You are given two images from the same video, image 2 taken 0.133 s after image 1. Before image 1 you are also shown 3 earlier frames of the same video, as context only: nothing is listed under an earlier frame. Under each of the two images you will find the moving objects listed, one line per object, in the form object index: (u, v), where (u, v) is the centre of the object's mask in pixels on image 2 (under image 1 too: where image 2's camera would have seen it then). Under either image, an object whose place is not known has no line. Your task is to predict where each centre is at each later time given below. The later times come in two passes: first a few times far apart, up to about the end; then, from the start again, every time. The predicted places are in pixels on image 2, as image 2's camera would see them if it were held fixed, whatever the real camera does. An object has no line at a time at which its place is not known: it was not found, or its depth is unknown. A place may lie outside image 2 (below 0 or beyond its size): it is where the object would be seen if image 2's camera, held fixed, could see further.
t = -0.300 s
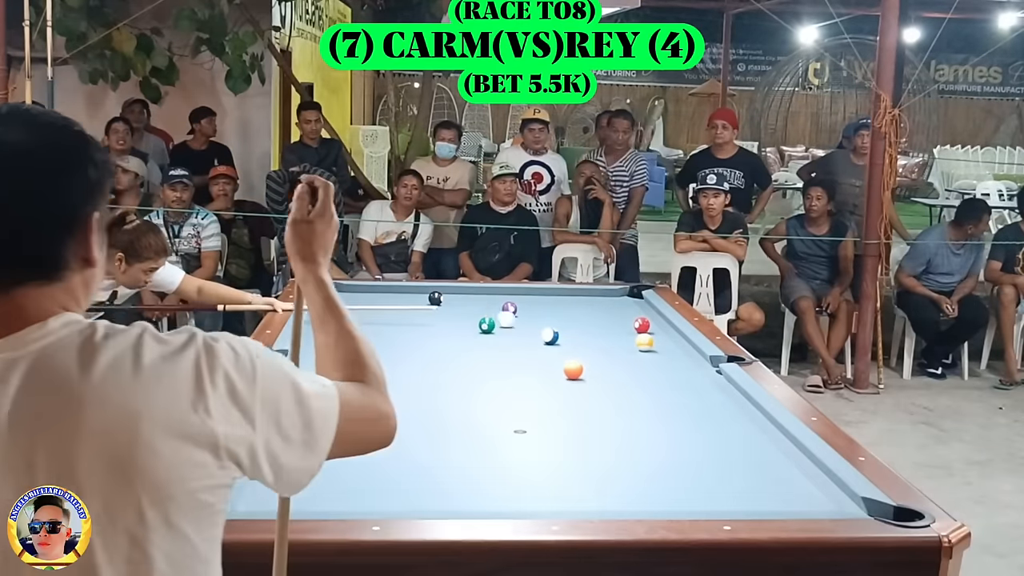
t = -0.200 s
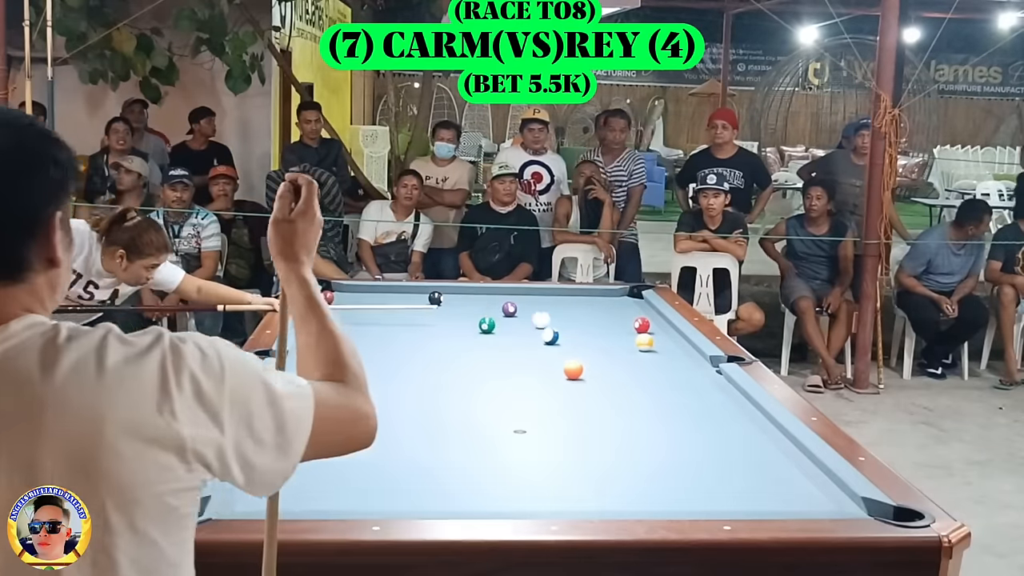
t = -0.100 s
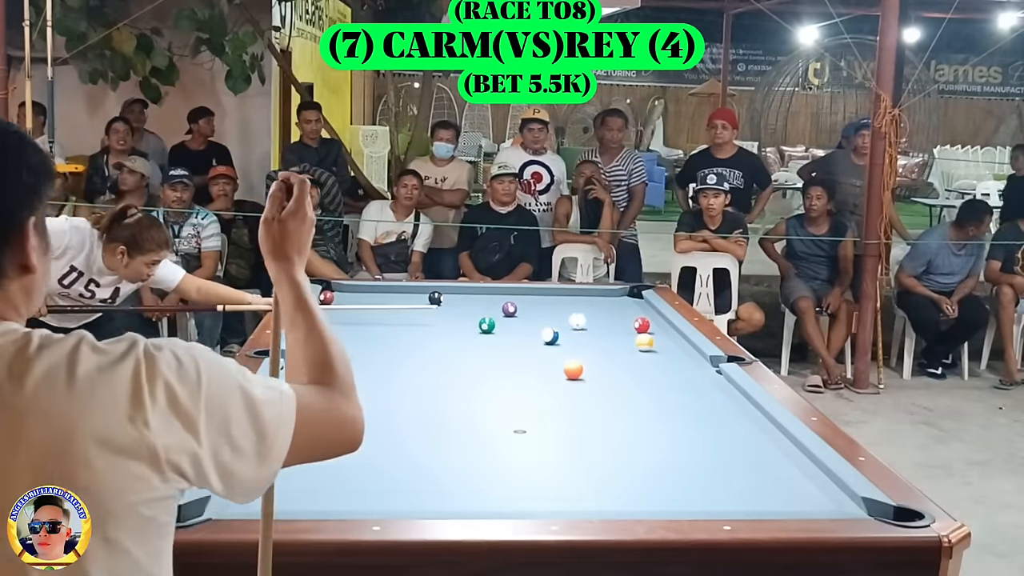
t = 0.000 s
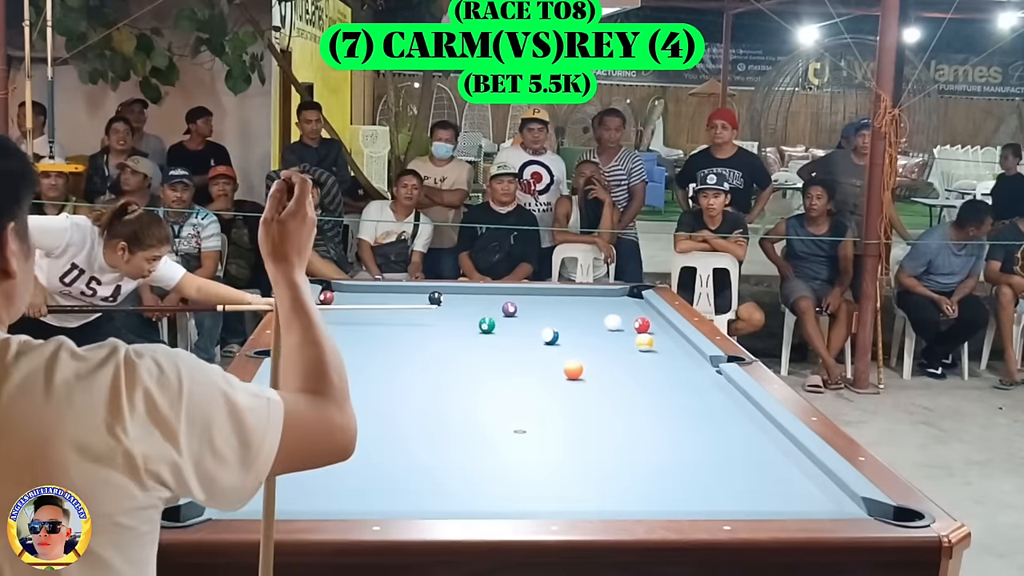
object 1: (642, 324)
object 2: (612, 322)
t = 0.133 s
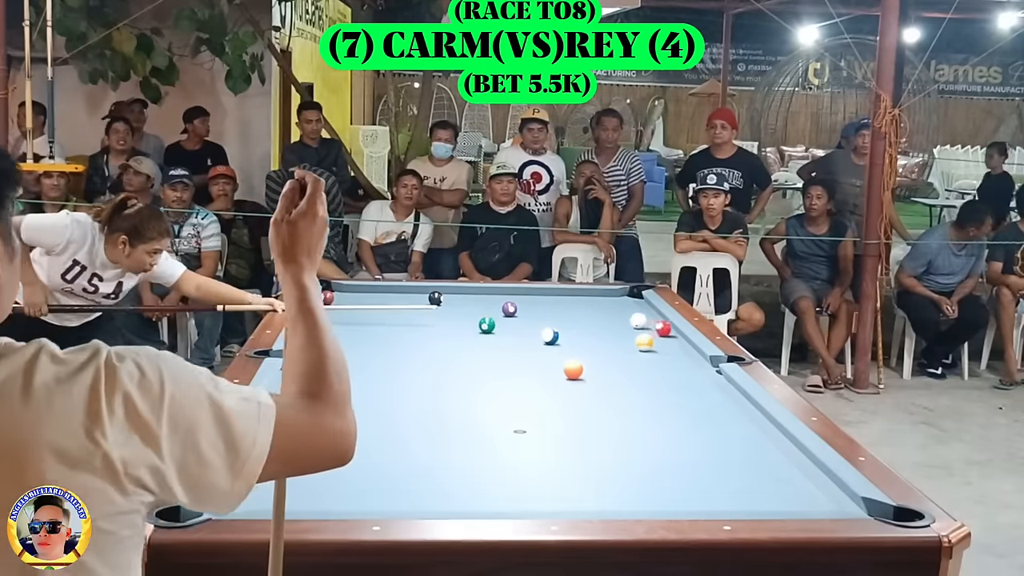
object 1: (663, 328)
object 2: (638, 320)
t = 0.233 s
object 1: (666, 330)
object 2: (653, 319)
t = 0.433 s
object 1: (654, 331)
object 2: (643, 316)
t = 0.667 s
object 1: (637, 333)
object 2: (620, 313)
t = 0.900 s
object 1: (625, 338)
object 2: (597, 310)
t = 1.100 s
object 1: (614, 341)
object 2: (580, 308)
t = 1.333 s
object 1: (600, 343)
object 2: (560, 305)
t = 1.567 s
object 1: (587, 346)
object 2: (543, 303)
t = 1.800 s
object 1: (575, 348)
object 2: (526, 301)
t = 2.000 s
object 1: (565, 351)
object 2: (514, 298)
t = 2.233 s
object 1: (555, 352)
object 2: (499, 297)
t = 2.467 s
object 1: (545, 354)
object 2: (487, 296)
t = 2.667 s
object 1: (537, 356)
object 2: (477, 295)
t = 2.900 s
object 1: (529, 358)
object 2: (466, 293)
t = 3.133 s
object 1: (522, 359)
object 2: (457, 292)
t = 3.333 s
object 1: (517, 360)
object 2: (450, 292)
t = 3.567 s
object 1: (511, 362)
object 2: (443, 289)
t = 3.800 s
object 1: (507, 362)
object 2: (436, 288)
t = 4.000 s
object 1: (503, 363)
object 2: (431, 288)
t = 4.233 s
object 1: (501, 363)
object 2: (426, 288)
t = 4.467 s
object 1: (500, 364)
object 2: (424, 288)
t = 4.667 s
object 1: (499, 364)
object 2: (423, 288)
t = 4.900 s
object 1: (499, 364)
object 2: (423, 288)
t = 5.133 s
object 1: (499, 364)
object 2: (423, 289)
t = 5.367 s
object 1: (499, 364)
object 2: (423, 289)
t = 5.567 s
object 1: (499, 364)
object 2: (423, 289)
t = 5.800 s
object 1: (499, 364)
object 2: (423, 289)
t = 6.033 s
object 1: (499, 364)
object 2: (423, 289)
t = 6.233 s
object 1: (499, 364)
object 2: (423, 289)
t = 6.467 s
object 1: (499, 364)
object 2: (423, 289)
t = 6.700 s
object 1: (499, 364)
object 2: (423, 289)
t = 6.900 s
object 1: (499, 364)
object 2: (423, 289)
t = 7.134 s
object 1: (499, 364)
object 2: (423, 289)
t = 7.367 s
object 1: (499, 364)
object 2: (423, 288)
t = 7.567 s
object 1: (499, 364)
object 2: (423, 289)
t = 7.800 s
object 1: (499, 364)
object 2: (423, 289)
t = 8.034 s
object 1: (499, 364)
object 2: (423, 289)
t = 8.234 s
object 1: (499, 364)
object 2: (423, 289)
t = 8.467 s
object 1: (499, 364)
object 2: (423, 289)
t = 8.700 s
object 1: (499, 364)
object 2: (423, 289)
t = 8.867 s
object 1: (499, 364)
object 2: (423, 289)
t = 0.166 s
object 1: (670, 329)
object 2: (643, 320)
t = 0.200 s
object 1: (669, 329)
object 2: (648, 320)
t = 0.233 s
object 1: (666, 330)
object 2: (653, 319)
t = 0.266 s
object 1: (664, 329)
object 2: (657, 317)
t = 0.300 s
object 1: (663, 329)
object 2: (657, 317)
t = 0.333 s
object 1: (660, 330)
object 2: (653, 317)
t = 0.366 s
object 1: (658, 331)
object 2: (650, 317)
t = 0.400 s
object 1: (656, 331)
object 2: (646, 316)
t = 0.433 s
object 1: (654, 331)
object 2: (643, 316)
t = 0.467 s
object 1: (653, 331)
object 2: (640, 316)
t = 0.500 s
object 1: (651, 331)
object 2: (636, 315)
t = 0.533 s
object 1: (649, 331)
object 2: (633, 315)
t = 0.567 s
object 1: (646, 330)
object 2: (630, 314)
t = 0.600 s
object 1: (643, 331)
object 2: (626, 314)
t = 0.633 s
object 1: (640, 331)
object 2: (623, 314)
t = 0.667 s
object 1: (637, 333)
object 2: (620, 313)
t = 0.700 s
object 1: (636, 334)
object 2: (616, 313)
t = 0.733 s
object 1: (634, 334)
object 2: (613, 312)
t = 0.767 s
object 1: (632, 336)
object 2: (610, 312)
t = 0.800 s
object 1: (630, 337)
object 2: (607, 311)
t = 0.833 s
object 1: (628, 337)
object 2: (604, 311)
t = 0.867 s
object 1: (627, 338)
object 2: (601, 311)
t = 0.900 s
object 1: (625, 338)
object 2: (597, 310)
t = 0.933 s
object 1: (623, 338)
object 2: (594, 310)
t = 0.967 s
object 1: (621, 339)
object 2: (591, 310)
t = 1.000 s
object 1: (619, 339)
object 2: (588, 309)
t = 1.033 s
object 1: (617, 339)
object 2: (585, 309)
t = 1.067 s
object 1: (615, 340)
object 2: (583, 308)
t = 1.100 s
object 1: (614, 341)
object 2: (580, 308)
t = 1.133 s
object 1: (611, 341)
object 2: (577, 308)
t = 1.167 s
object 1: (609, 341)
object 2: (574, 307)
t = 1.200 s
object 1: (608, 342)
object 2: (571, 307)
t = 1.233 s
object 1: (605, 342)
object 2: (569, 307)
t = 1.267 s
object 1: (604, 342)
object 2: (566, 306)
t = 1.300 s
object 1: (602, 343)
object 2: (563, 306)
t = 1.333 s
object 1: (600, 343)
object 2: (560, 305)
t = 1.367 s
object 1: (598, 344)
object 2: (558, 305)
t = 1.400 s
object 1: (596, 344)
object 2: (555, 305)
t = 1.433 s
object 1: (594, 344)
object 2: (553, 305)
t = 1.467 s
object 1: (593, 344)
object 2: (550, 304)
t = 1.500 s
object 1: (591, 345)
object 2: (547, 304)
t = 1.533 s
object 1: (589, 346)
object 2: (545, 304)
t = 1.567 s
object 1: (587, 346)
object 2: (543, 303)
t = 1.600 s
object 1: (585, 346)
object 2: (540, 303)
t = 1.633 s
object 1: (584, 346)
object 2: (538, 303)
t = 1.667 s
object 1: (582, 347)
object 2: (535, 302)
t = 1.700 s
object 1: (581, 347)
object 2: (533, 302)
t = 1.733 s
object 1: (579, 347)
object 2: (531, 301)
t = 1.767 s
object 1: (577, 348)
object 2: (528, 301)
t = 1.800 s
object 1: (575, 348)
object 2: (526, 301)
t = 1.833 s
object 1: (574, 348)
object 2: (524, 301)
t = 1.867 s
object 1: (572, 349)
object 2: (522, 300)
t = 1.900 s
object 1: (570, 349)
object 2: (520, 300)
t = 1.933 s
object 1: (569, 349)
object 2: (518, 299)
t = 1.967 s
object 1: (567, 350)
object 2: (516, 298)
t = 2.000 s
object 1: (565, 351)
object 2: (514, 298)
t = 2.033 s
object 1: (564, 351)
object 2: (511, 298)
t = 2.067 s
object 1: (562, 351)
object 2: (509, 297)
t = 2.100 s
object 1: (561, 352)
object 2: (507, 297)
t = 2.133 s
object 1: (559, 352)
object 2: (505, 297)
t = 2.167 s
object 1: (558, 352)
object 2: (503, 297)
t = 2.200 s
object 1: (556, 352)
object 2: (501, 297)
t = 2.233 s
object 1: (555, 352)
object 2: (499, 297)
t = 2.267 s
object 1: (554, 352)
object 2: (497, 297)
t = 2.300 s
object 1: (552, 353)
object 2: (496, 297)
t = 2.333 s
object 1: (551, 353)
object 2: (494, 297)
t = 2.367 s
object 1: (549, 353)
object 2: (492, 297)
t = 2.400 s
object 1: (548, 354)
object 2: (490, 296)
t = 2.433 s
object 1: (546, 354)
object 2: (488, 296)
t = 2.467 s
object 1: (545, 354)
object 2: (487, 296)
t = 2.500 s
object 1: (544, 355)
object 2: (485, 296)
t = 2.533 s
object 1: (542, 355)
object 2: (483, 296)
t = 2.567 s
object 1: (541, 355)
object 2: (482, 295)
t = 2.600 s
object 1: (540, 355)
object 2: (480, 295)
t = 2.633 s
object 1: (539, 356)
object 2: (478, 295)
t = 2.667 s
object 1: (537, 356)
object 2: (477, 295)
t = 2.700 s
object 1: (536, 356)
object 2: (475, 294)
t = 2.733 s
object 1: (535, 356)
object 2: (473, 294)
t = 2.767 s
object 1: (534, 357)
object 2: (472, 294)
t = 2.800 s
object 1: (532, 357)
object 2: (470, 294)
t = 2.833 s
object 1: (531, 357)
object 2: (469, 294)
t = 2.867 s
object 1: (530, 358)
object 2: (467, 294)
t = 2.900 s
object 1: (529, 358)
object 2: (466, 293)
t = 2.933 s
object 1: (528, 358)
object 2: (465, 293)
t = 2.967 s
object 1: (527, 358)
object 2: (464, 293)
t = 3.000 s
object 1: (526, 358)
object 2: (463, 293)
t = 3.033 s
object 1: (525, 359)
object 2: (461, 293)
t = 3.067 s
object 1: (524, 359)
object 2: (460, 293)
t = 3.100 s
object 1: (523, 359)
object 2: (458, 292)
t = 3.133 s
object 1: (522, 359)
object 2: (457, 292)
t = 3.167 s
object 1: (521, 359)
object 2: (456, 292)
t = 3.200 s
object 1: (520, 360)
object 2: (455, 292)
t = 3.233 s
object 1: (519, 360)
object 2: (454, 292)
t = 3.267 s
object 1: (518, 360)
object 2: (452, 292)
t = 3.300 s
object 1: (518, 360)
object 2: (451, 292)
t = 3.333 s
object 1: (517, 360)
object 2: (450, 292)
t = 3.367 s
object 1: (516, 360)
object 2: (449, 291)
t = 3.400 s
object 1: (515, 361)
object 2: (448, 291)
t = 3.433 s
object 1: (514, 361)
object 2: (447, 291)
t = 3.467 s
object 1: (513, 361)
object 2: (446, 290)
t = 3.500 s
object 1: (513, 361)
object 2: (445, 289)
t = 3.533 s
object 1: (512, 361)
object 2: (444, 290)
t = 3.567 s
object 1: (511, 362)
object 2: (443, 289)
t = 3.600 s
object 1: (511, 362)
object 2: (442, 289)
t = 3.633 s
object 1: (510, 362)
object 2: (440, 289)
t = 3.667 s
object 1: (509, 362)
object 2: (439, 288)
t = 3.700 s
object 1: (508, 362)
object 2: (439, 288)
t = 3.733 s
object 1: (508, 362)
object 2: (438, 288)
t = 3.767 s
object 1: (507, 362)
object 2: (437, 288)
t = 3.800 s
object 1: (507, 362)
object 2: (436, 288)
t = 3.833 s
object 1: (506, 362)
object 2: (435, 288)
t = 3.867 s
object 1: (506, 363)
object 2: (434, 287)
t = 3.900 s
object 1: (505, 363)
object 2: (433, 288)
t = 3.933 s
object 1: (504, 363)
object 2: (432, 288)
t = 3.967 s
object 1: (504, 363)
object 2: (431, 287)
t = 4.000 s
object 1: (503, 363)
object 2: (431, 288)
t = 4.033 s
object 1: (503, 363)
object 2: (430, 288)
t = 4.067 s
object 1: (503, 363)
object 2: (429, 288)
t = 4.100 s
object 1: (502, 363)
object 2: (428, 288)
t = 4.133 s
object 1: (502, 363)
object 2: (428, 288)
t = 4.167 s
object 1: (502, 363)
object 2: (427, 288)
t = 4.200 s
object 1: (501, 363)
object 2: (427, 288)
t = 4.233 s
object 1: (501, 363)
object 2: (426, 288)
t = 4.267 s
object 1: (501, 364)
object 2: (426, 288)
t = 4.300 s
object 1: (501, 364)
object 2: (426, 288)
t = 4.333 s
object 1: (500, 364)
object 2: (425, 288)
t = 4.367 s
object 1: (500, 364)
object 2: (425, 288)
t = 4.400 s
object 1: (500, 364)
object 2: (425, 288)
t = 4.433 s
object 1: (500, 364)
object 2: (425, 288)
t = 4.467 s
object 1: (500, 364)
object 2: (424, 288)
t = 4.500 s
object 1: (499, 364)
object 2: (424, 288)
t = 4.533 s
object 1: (499, 364)
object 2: (424, 288)
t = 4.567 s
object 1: (499, 364)
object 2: (424, 288)
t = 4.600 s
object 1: (499, 364)
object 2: (424, 288)
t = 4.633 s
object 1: (499, 364)
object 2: (424, 288)
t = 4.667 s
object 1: (499, 364)
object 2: (423, 288)
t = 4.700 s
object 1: (499, 364)
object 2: (423, 288)
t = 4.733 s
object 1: (499, 364)
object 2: (423, 289)
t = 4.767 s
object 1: (499, 364)
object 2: (423, 289)
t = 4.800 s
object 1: (499, 364)
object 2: (423, 289)
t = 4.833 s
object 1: (499, 364)
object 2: (423, 289)
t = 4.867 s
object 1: (499, 364)
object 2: (423, 288)
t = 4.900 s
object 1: (499, 364)
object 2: (423, 288)
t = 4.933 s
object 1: (499, 364)
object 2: (423, 289)
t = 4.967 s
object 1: (499, 364)
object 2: (423, 289)
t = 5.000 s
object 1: (499, 364)
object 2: (423, 289)
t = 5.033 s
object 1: (499, 364)
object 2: (423, 289)
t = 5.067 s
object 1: (499, 364)
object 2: (423, 289)
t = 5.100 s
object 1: (499, 364)
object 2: (423, 288)
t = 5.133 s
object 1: (499, 364)
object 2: (423, 289)
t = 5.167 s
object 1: (499, 364)
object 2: (423, 289)
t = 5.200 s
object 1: (499, 364)
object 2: (423, 289)
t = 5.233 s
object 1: (499, 364)
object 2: (423, 289)
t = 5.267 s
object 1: (499, 364)
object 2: (423, 289)
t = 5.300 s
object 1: (499, 364)
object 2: (423, 289)
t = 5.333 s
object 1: (499, 364)
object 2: (423, 289)
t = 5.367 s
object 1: (499, 364)
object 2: (423, 289)
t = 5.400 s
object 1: (499, 364)
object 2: (423, 289)
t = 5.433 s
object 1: (499, 364)
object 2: (423, 289)
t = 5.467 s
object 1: (499, 364)
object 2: (423, 289)
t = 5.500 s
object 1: (499, 364)
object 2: (423, 289)
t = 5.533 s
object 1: (499, 364)
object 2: (423, 289)
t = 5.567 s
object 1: (499, 364)
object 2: (423, 289)
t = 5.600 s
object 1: (499, 364)
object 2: (423, 289)
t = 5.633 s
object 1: (499, 364)
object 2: (423, 289)
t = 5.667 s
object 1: (499, 364)
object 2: (423, 289)
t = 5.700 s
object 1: (499, 364)
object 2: (423, 289)
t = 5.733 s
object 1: (499, 364)
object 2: (423, 289)
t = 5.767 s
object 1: (499, 364)
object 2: (423, 289)
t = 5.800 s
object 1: (499, 364)
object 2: (423, 289)
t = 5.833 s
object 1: (499, 364)
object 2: (423, 289)
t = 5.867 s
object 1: (499, 364)
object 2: (423, 289)
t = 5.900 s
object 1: (499, 364)
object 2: (423, 289)
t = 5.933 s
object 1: (499, 364)
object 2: (423, 289)
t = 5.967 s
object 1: (499, 364)
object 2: (423, 289)
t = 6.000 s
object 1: (499, 364)
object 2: (423, 289)
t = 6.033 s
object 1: (499, 364)
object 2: (423, 289)
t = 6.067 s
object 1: (499, 364)
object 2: (423, 289)
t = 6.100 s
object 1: (499, 364)
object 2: (423, 289)
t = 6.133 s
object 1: (499, 364)
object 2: (423, 289)
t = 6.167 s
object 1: (499, 364)
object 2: (423, 289)
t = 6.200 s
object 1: (499, 364)
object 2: (423, 289)
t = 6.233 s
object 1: (499, 364)
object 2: (423, 289)
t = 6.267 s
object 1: (499, 364)
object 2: (423, 289)
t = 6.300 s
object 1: (499, 364)
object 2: (423, 289)
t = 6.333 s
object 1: (499, 364)
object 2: (423, 289)
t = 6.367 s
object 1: (499, 364)
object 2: (423, 289)
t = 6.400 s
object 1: (499, 364)
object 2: (423, 289)
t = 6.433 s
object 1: (499, 364)
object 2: (423, 289)
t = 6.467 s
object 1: (499, 364)
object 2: (423, 289)
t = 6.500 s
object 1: (499, 364)
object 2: (423, 289)
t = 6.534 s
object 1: (499, 364)
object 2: (423, 289)
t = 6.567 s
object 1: (499, 364)
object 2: (423, 289)
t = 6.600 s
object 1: (499, 364)
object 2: (423, 289)
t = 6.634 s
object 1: (499, 364)
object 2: (423, 289)
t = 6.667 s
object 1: (499, 364)
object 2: (423, 289)
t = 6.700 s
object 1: (499, 364)
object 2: (423, 289)
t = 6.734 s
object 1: (499, 364)
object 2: (423, 289)
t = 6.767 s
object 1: (499, 364)
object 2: (423, 289)
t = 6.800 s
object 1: (499, 364)
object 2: (423, 289)
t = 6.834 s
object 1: (499, 364)
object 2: (423, 289)
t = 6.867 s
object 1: (499, 364)
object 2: (423, 289)
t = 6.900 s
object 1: (499, 364)
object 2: (423, 289)
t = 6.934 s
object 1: (499, 364)
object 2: (423, 289)
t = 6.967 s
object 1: (499, 364)
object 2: (423, 289)
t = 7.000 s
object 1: (499, 364)
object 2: (423, 289)
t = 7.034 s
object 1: (499, 364)
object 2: (423, 289)
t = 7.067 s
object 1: (499, 364)
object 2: (423, 289)
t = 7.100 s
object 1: (499, 364)
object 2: (423, 289)
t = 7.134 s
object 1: (499, 364)
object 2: (423, 289)
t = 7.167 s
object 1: (499, 364)
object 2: (423, 289)
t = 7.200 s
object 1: (499, 364)
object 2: (423, 289)
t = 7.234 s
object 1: (499, 364)
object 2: (423, 289)
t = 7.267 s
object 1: (499, 364)
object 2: (423, 289)
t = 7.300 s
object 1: (499, 364)
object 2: (423, 289)
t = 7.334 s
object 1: (499, 364)
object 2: (423, 289)
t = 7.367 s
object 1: (499, 364)
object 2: (423, 288)
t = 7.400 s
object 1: (499, 364)
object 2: (423, 289)
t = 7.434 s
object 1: (499, 364)
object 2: (423, 289)
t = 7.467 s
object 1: (499, 364)
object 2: (423, 288)
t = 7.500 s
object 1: (499, 364)
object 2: (423, 289)
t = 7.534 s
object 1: (499, 364)
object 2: (423, 289)
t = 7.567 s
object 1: (499, 364)
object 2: (423, 289)
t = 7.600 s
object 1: (499, 364)
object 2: (423, 289)
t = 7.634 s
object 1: (499, 364)
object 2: (423, 289)
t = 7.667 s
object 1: (499, 364)
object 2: (423, 289)
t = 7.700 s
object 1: (499, 364)
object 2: (423, 289)
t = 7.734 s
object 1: (499, 364)
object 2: (423, 289)
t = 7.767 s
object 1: (499, 364)
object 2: (423, 289)
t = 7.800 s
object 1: (499, 364)
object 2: (423, 289)
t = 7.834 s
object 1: (499, 364)
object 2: (423, 289)
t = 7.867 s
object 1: (499, 364)
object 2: (423, 289)
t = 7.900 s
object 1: (499, 364)
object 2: (423, 289)
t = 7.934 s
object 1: (499, 364)
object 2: (423, 289)
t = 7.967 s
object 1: (499, 364)
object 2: (423, 289)
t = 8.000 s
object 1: (499, 364)
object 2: (423, 289)
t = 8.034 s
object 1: (499, 364)
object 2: (423, 289)
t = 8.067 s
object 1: (499, 364)
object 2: (423, 289)
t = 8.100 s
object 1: (499, 364)
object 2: (423, 289)
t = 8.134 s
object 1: (499, 364)
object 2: (423, 289)
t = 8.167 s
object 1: (499, 364)
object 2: (423, 289)
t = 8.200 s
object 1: (499, 364)
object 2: (423, 289)
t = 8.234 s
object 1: (499, 364)
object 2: (423, 289)
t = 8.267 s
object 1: (499, 364)
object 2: (423, 289)
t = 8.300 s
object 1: (499, 364)
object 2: (423, 289)
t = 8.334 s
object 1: (499, 364)
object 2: (423, 289)
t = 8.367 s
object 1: (499, 364)
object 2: (423, 289)
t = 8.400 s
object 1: (499, 364)
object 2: (423, 289)
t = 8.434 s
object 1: (499, 364)
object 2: (423, 289)
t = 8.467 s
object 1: (499, 364)
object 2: (423, 289)
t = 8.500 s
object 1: (499, 364)
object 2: (423, 289)
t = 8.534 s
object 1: (499, 364)
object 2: (423, 289)
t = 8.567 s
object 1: (499, 364)
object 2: (423, 289)
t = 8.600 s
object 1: (499, 364)
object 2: (423, 289)
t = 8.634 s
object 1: (499, 364)
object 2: (423, 289)
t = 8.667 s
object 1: (499, 364)
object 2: (423, 289)
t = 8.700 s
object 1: (499, 364)
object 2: (423, 289)
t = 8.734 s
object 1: (499, 364)
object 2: (423, 289)
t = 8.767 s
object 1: (499, 364)
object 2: (423, 289)
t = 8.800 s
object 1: (499, 364)
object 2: (423, 289)
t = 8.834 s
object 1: (499, 364)
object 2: (423, 289)
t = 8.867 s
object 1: (499, 364)
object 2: (423, 289)
